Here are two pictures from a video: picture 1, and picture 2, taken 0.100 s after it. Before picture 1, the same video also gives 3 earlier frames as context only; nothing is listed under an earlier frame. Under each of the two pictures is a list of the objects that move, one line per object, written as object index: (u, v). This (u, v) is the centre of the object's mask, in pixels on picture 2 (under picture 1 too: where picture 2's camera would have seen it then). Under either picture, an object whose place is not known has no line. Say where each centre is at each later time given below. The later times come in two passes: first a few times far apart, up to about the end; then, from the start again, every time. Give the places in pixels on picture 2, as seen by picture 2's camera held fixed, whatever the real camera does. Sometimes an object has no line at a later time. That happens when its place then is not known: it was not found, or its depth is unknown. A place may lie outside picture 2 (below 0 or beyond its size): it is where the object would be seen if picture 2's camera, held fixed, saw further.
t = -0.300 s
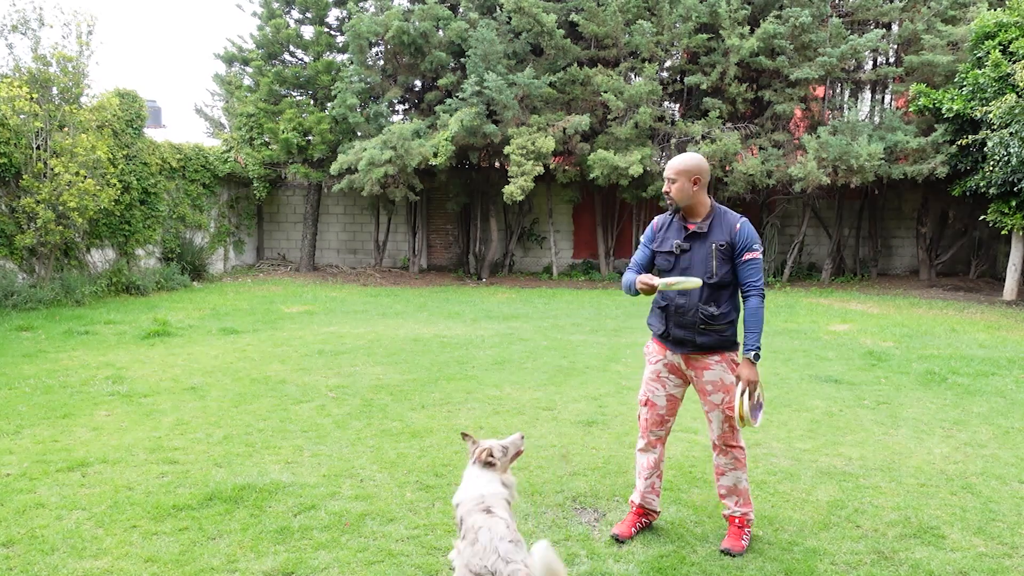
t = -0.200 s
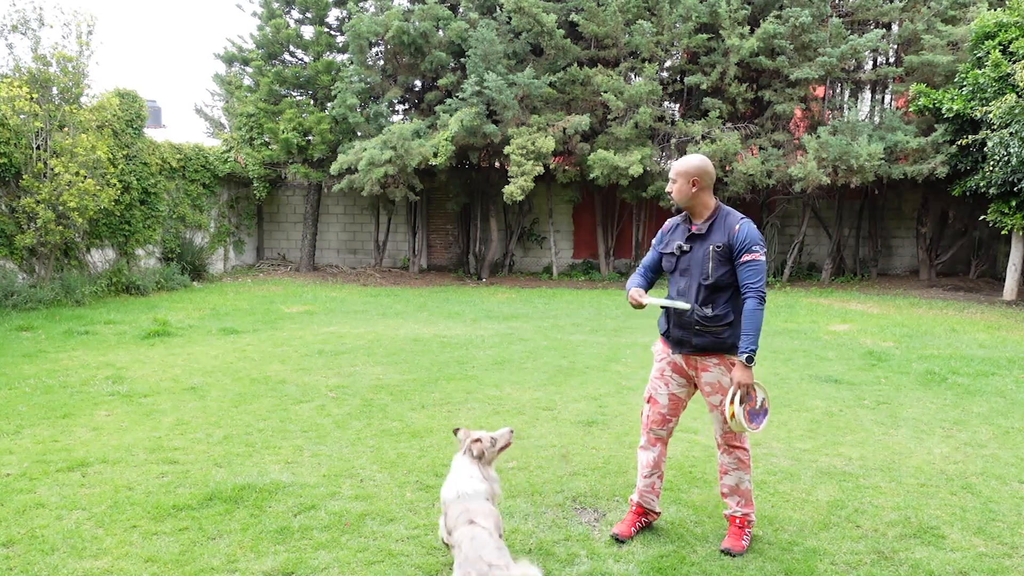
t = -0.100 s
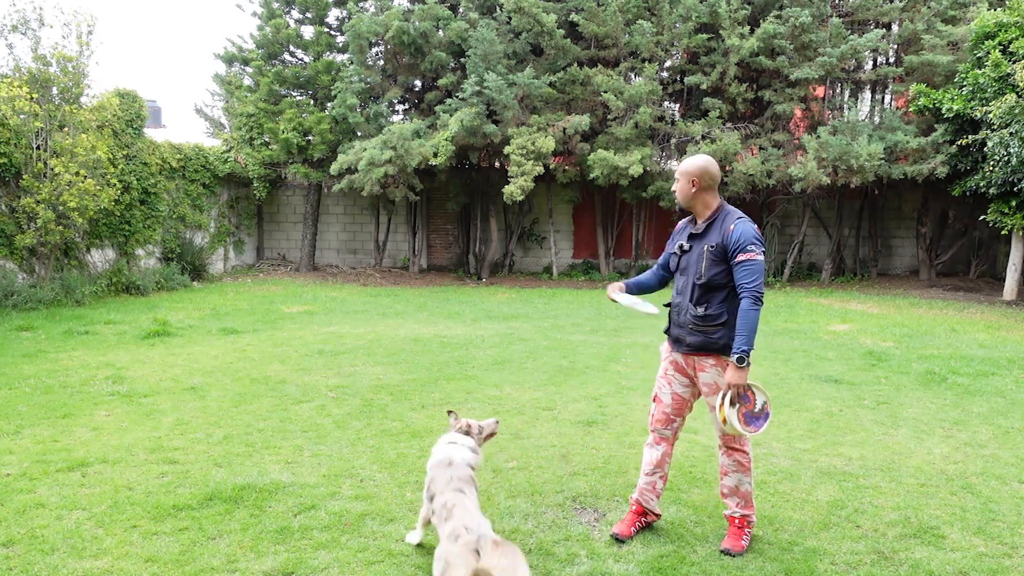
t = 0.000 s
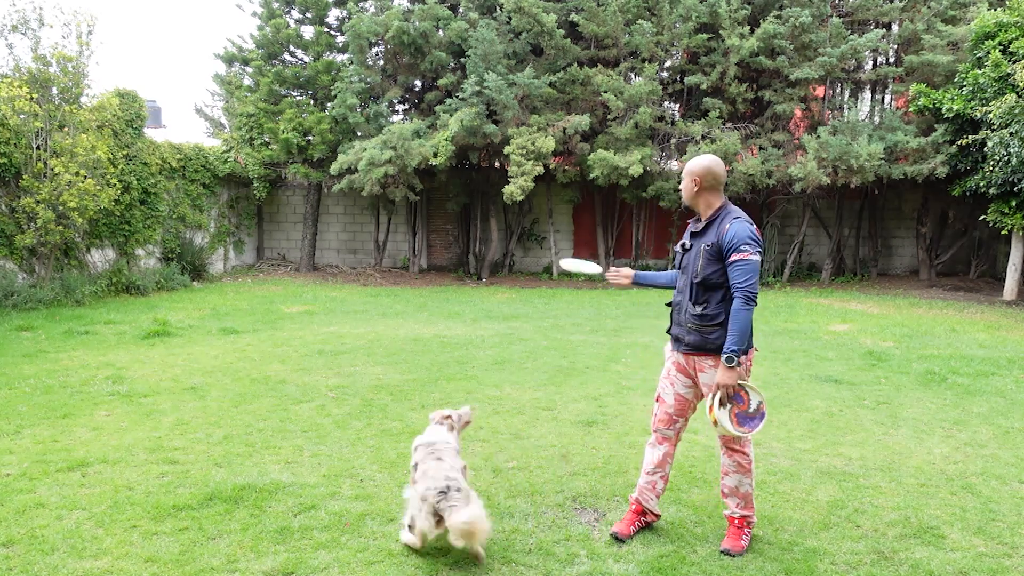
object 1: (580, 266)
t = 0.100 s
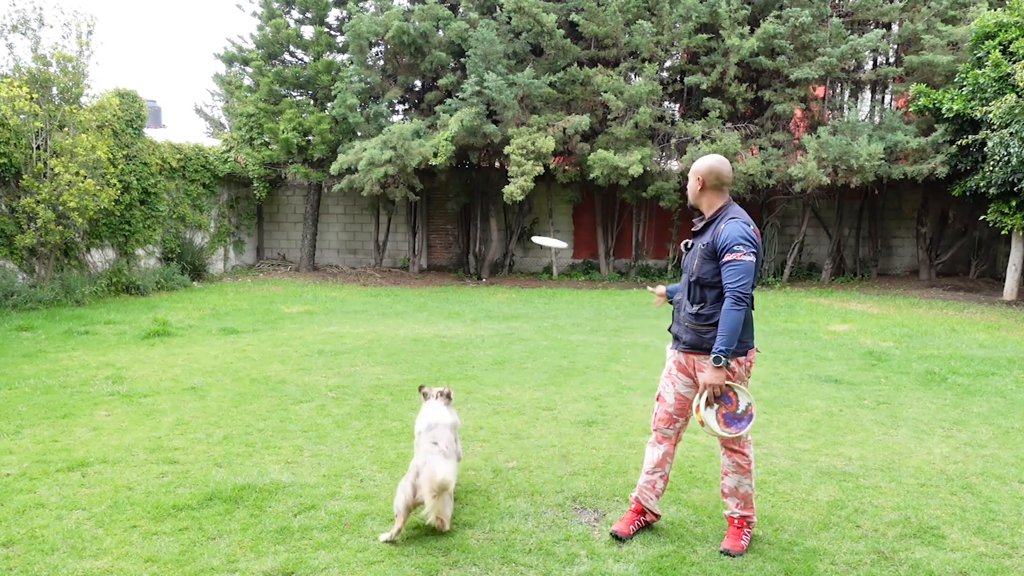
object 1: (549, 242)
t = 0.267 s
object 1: (517, 232)
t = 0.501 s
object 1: (494, 247)
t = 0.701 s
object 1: (487, 266)
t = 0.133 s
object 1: (541, 238)
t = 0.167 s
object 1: (534, 235)
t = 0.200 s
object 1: (527, 233)
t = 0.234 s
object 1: (522, 233)
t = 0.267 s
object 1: (517, 232)
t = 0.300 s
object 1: (512, 233)
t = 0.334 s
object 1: (508, 235)
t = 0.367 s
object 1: (505, 236)
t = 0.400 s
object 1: (502, 239)
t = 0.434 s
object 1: (499, 241)
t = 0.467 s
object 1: (496, 244)
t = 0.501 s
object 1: (494, 247)
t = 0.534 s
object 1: (492, 250)
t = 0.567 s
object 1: (491, 253)
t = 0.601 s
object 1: (490, 256)
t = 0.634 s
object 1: (488, 259)
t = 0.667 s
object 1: (487, 263)
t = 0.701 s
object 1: (487, 266)
